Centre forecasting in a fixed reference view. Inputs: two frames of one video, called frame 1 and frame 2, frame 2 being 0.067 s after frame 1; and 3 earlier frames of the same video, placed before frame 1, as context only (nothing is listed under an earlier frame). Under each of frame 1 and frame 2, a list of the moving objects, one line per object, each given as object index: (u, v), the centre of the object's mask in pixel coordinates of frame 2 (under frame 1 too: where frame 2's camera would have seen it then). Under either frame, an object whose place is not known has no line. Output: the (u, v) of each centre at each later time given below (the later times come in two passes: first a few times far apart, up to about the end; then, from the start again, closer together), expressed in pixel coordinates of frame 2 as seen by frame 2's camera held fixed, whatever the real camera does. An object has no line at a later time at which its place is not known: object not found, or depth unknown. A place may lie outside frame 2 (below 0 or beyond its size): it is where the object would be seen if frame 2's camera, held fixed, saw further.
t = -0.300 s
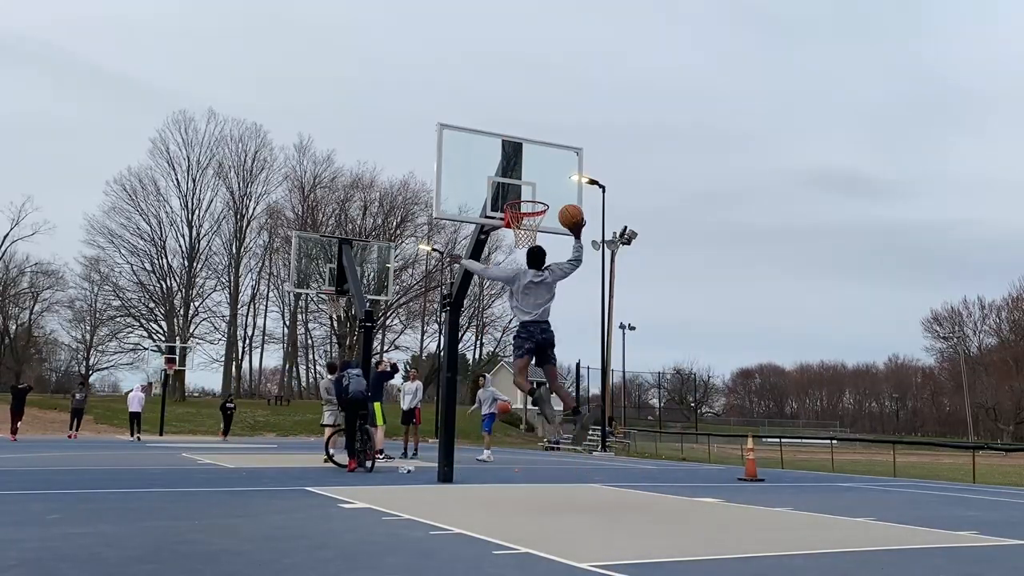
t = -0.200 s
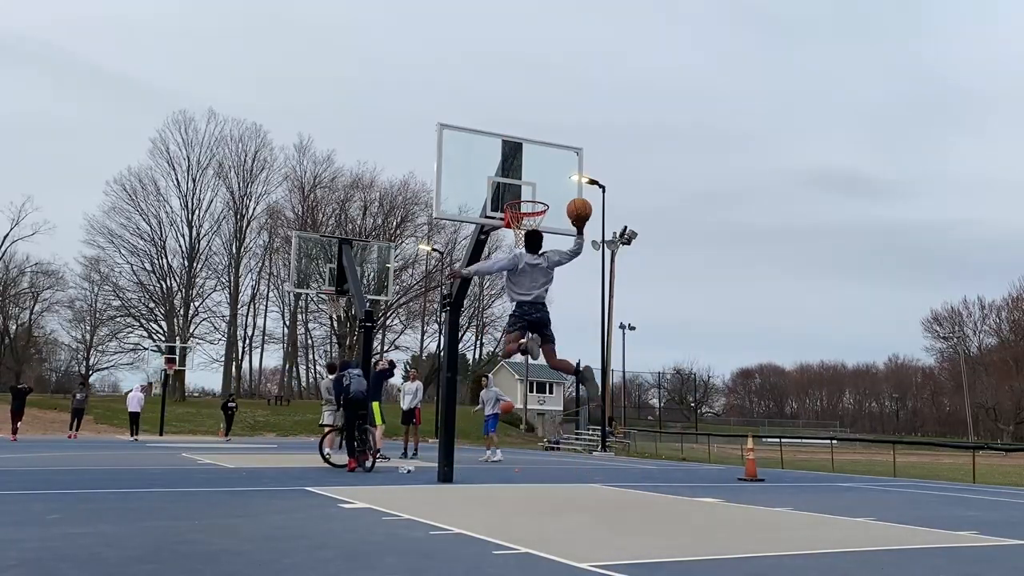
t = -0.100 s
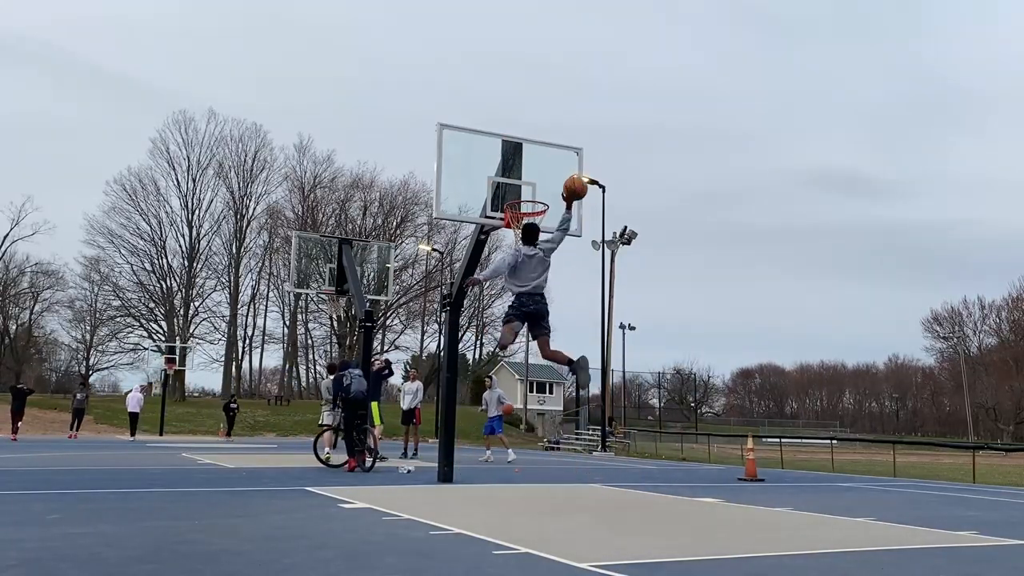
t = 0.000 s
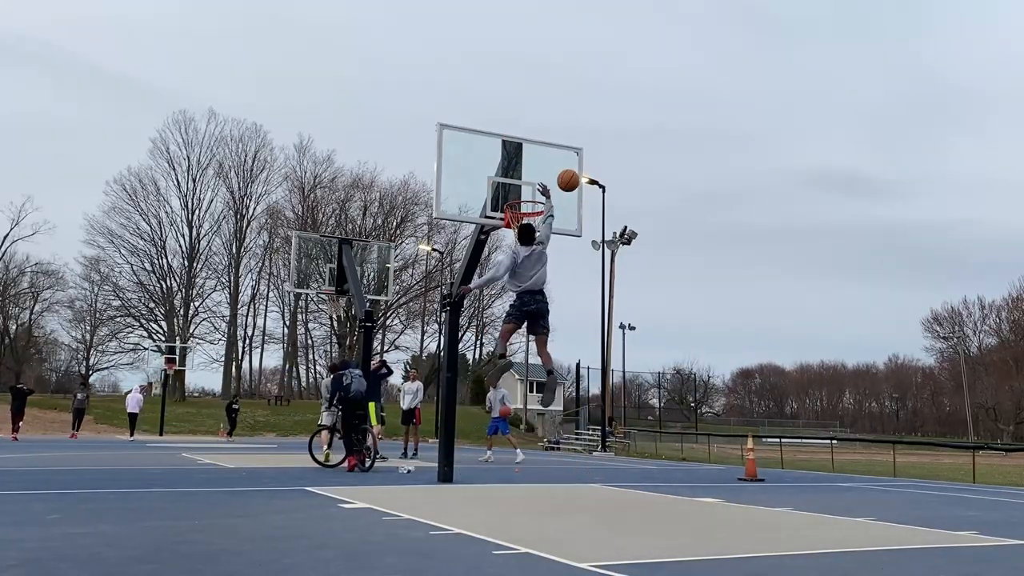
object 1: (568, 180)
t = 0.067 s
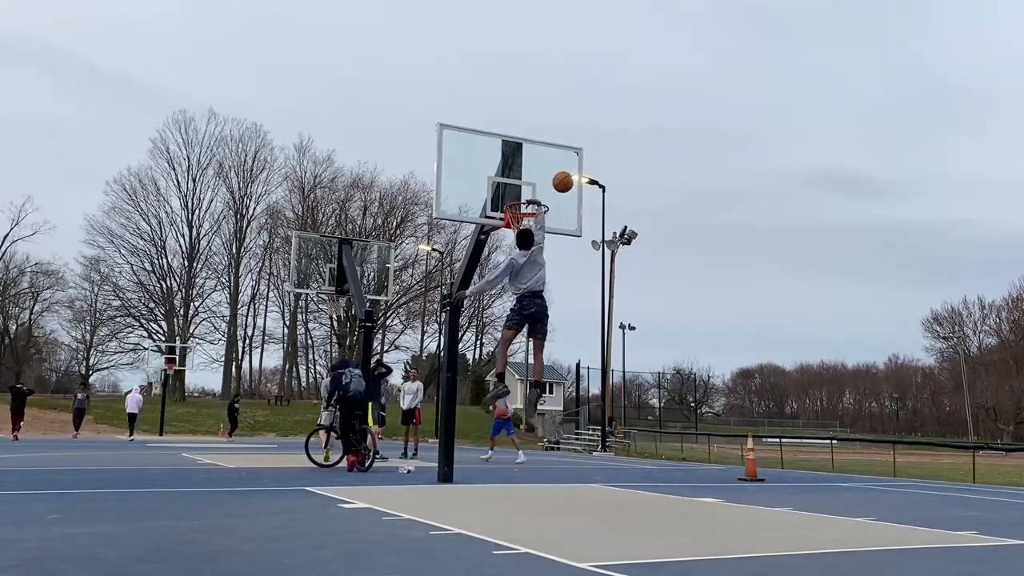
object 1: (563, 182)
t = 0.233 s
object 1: (604, 173)
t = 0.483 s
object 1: (702, 198)
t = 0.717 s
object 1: (825, 295)
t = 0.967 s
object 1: (1010, 528)
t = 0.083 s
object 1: (561, 183)
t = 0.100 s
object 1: (561, 183)
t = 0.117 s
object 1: (566, 181)
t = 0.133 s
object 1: (571, 180)
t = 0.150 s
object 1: (576, 178)
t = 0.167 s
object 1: (582, 177)
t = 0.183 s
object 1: (587, 175)
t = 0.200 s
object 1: (593, 175)
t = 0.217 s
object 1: (599, 173)
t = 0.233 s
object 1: (604, 173)
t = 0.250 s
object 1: (610, 173)
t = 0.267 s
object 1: (616, 173)
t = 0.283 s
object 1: (622, 173)
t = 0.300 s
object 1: (628, 173)
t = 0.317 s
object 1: (634, 174)
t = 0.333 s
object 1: (640, 175)
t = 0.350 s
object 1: (647, 176)
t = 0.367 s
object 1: (653, 178)
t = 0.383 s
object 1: (660, 180)
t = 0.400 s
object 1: (667, 182)
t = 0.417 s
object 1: (674, 185)
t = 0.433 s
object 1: (681, 187)
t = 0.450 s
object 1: (688, 190)
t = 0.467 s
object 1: (695, 194)
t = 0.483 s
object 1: (702, 198)
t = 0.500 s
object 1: (710, 202)
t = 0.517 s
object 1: (718, 206)
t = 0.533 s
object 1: (726, 212)
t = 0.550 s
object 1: (734, 217)
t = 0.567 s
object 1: (742, 222)
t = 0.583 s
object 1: (750, 229)
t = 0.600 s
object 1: (759, 235)
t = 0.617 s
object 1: (768, 242)
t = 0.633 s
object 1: (777, 250)
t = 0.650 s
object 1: (786, 258)
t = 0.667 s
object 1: (795, 266)
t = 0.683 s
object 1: (805, 275)
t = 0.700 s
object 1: (815, 284)
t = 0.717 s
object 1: (825, 295)
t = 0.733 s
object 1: (835, 305)
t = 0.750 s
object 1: (846, 316)
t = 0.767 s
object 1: (857, 328)
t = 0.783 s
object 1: (868, 340)
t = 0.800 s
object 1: (880, 354)
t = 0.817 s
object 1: (892, 367)
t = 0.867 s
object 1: (929, 413)
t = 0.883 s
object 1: (945, 430)
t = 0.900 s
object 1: (955, 447)
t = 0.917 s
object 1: (970, 466)
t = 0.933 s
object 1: (983, 486)
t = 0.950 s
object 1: (999, 507)
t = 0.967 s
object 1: (1010, 528)
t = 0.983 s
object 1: (1014, 522)
